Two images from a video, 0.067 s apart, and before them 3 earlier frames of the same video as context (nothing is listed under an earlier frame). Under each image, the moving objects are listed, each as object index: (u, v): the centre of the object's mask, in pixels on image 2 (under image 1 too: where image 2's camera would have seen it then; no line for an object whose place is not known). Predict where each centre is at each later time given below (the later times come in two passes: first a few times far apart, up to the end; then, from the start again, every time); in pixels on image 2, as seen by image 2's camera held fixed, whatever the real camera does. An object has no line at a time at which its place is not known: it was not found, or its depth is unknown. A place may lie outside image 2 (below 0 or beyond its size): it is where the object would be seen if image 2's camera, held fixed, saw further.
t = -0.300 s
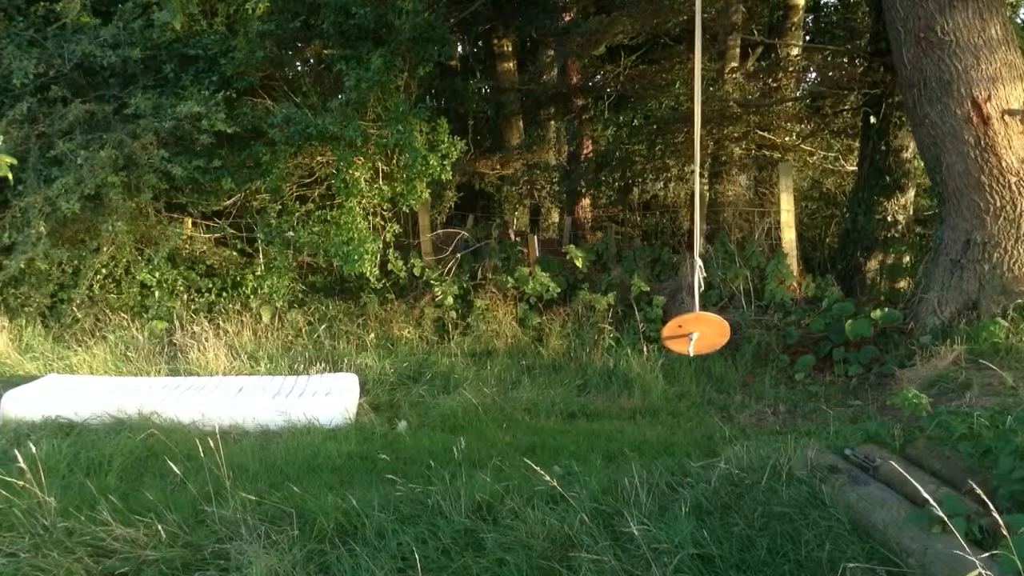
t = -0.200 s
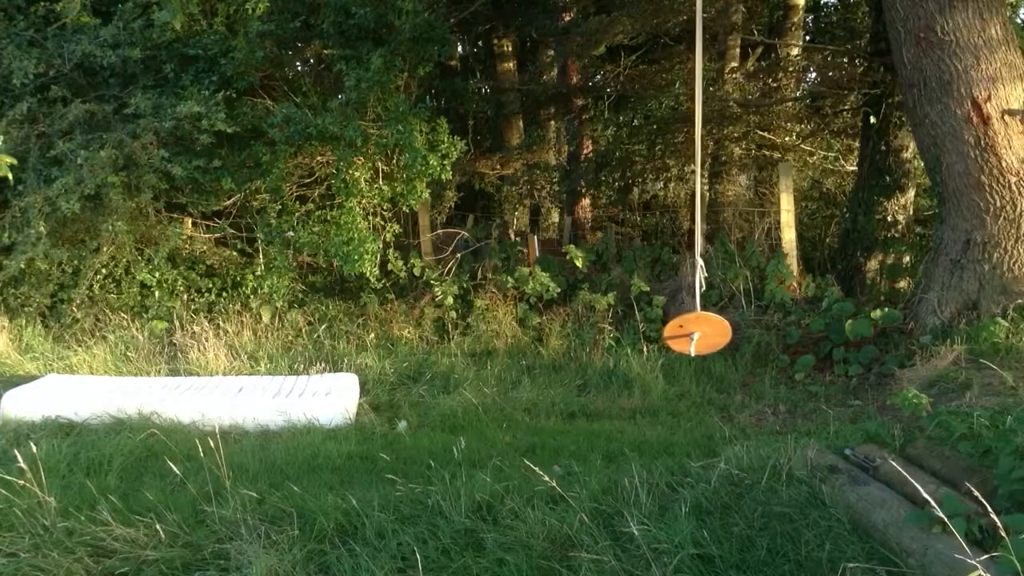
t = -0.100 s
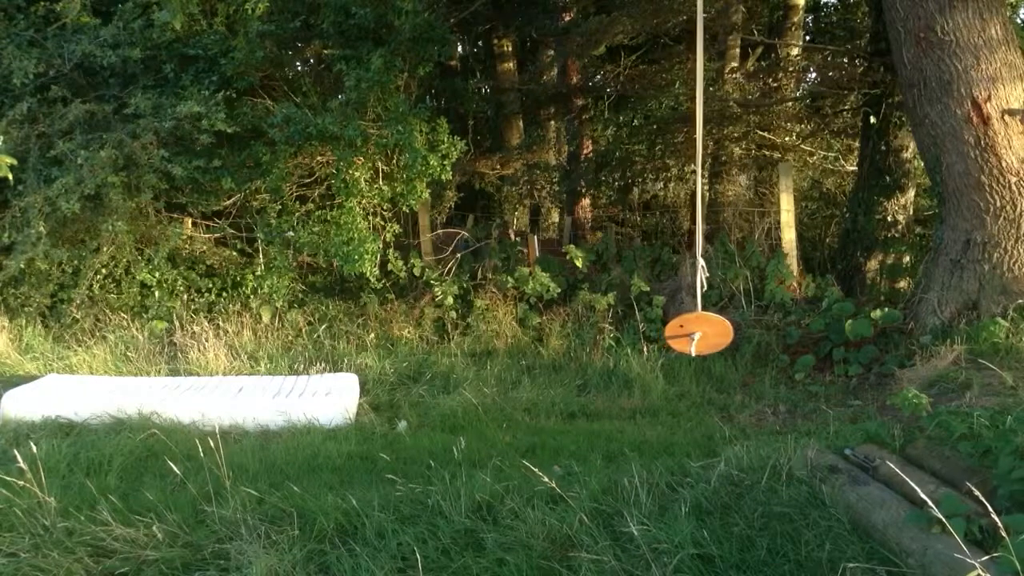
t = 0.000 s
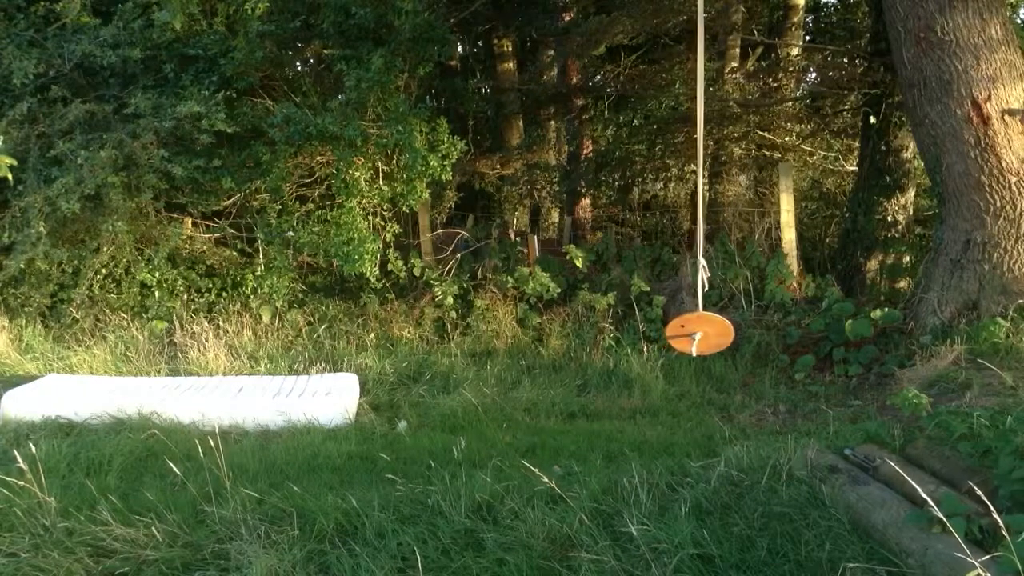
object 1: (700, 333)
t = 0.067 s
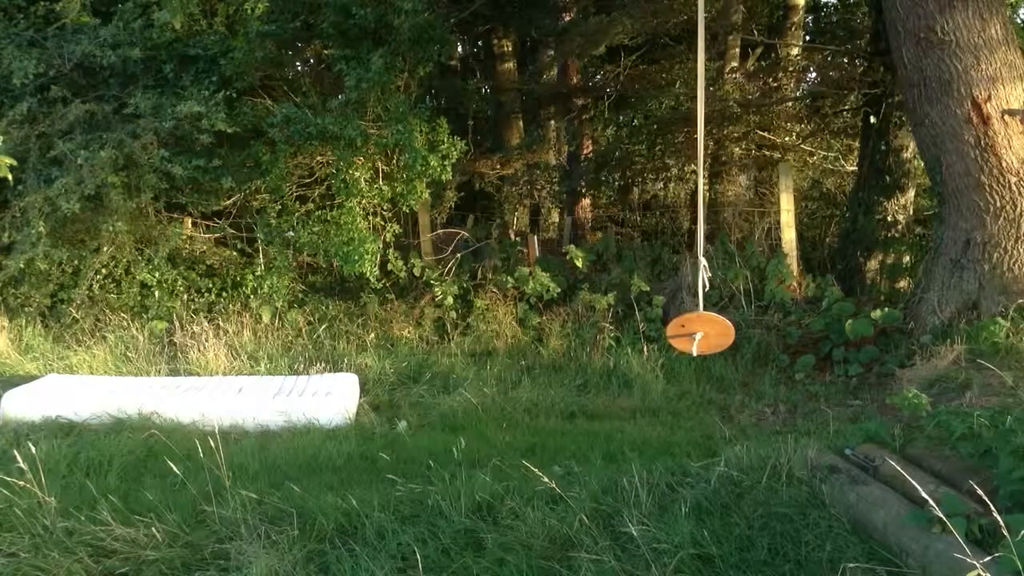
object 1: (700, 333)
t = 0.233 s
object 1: (701, 333)
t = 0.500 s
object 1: (702, 333)
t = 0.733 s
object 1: (702, 333)
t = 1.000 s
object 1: (700, 333)
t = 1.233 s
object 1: (697, 333)
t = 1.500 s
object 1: (693, 333)
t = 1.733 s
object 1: (690, 333)
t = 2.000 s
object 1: (686, 333)
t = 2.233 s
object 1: (684, 333)
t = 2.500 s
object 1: (683, 333)
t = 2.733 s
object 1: (686, 333)
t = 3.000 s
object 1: (686, 333)
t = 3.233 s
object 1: (691, 333)
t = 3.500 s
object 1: (694, 333)
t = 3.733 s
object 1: (697, 332)
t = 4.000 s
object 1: (700, 332)
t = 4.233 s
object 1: (702, 333)
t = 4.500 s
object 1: (703, 333)
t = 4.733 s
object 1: (702, 333)
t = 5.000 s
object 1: (701, 333)
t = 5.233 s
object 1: (698, 333)
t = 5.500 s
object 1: (694, 333)
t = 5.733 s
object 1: (691, 333)
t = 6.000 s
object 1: (689, 333)
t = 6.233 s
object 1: (687, 333)
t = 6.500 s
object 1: (687, 333)
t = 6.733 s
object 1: (687, 332)
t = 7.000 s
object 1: (690, 332)
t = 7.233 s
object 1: (693, 332)
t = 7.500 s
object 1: (697, 331)
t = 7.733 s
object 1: (697, 331)
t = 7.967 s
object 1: (701, 332)
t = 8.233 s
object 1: (701, 331)
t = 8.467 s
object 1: (701, 331)
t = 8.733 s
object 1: (699, 332)
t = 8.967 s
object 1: (697, 333)
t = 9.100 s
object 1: (696, 332)
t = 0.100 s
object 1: (700, 333)
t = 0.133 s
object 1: (700, 333)
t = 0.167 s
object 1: (701, 333)
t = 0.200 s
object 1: (701, 333)
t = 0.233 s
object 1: (701, 333)
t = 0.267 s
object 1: (702, 333)
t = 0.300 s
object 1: (702, 333)
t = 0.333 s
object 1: (702, 333)
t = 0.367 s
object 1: (702, 333)
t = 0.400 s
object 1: (702, 333)
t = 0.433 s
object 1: (702, 333)
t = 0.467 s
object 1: (702, 333)
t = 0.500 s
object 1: (702, 333)
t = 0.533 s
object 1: (702, 333)
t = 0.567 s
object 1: (702, 333)
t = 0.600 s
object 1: (702, 333)
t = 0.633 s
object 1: (702, 333)
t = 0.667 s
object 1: (702, 333)
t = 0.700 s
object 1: (702, 333)
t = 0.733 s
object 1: (702, 333)
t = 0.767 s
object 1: (701, 333)
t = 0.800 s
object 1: (701, 333)
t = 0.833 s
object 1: (701, 333)
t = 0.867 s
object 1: (701, 333)
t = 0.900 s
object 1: (700, 333)
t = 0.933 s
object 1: (700, 333)
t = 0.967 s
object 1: (700, 333)
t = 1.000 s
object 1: (700, 333)
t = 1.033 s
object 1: (699, 333)
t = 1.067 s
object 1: (699, 333)
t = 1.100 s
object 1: (698, 333)
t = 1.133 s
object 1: (698, 333)
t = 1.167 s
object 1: (698, 333)
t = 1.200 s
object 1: (697, 333)
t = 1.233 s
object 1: (697, 333)
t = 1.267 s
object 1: (696, 333)
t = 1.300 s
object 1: (696, 333)
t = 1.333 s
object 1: (695, 333)
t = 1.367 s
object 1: (695, 333)
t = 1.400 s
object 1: (694, 333)
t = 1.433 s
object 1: (694, 333)
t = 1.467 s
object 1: (693, 333)
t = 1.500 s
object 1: (693, 333)
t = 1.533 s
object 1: (692, 333)
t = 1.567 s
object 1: (692, 333)
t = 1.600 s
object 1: (691, 333)
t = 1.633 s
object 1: (691, 333)
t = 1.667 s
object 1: (690, 333)
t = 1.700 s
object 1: (690, 333)
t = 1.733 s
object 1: (690, 333)
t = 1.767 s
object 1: (689, 333)
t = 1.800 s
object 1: (689, 333)
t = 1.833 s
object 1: (688, 333)
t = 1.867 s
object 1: (688, 333)
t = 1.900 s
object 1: (687, 333)
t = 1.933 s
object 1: (687, 333)
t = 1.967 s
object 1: (686, 333)
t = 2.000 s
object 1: (686, 333)
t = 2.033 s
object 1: (686, 333)
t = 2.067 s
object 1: (685, 333)
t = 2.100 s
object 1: (685, 333)
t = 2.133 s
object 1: (685, 333)
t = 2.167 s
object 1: (685, 333)
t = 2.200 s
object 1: (685, 333)
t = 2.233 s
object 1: (684, 333)
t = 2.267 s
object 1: (684, 333)
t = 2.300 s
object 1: (684, 333)
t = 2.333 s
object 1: (683, 333)
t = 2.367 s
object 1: (683, 333)
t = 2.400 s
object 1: (683, 333)
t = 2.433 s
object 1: (683, 333)
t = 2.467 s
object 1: (683, 333)
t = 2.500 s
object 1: (683, 333)
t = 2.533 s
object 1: (683, 333)
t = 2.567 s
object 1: (683, 333)
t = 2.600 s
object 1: (683, 333)
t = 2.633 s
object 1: (682, 333)
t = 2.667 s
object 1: (684, 332)
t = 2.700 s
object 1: (685, 332)
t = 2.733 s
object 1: (686, 333)
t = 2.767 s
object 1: (686, 333)
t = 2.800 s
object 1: (686, 333)
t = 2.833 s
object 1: (685, 333)
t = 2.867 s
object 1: (685, 332)
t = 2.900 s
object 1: (685, 333)
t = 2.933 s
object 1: (686, 333)
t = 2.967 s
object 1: (686, 333)
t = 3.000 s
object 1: (686, 333)
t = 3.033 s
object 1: (686, 333)
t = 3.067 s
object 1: (686, 332)
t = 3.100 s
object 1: (687, 333)
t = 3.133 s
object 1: (685, 331)
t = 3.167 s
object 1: (685, 331)
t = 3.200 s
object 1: (685, 331)
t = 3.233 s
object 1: (691, 333)
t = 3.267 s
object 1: (691, 332)
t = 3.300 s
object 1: (692, 333)
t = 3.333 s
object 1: (692, 333)
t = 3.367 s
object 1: (693, 333)
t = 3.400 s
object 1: (693, 333)
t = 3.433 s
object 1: (694, 333)
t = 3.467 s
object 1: (694, 332)
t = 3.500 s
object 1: (694, 333)
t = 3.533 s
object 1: (695, 332)
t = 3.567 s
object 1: (695, 332)
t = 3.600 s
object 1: (696, 332)
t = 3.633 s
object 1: (696, 332)
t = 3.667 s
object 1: (697, 332)
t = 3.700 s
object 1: (697, 332)
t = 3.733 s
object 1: (697, 332)
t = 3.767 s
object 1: (698, 332)
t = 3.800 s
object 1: (698, 332)
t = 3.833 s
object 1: (698, 332)
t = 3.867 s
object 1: (698, 332)
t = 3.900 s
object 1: (699, 332)
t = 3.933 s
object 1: (700, 333)
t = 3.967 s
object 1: (700, 333)
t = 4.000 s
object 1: (700, 332)
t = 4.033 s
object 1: (701, 333)
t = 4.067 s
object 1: (701, 333)
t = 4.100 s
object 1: (701, 333)
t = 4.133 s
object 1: (702, 333)
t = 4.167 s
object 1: (702, 333)
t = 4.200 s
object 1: (702, 333)
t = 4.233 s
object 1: (702, 333)
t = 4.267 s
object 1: (703, 333)
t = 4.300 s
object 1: (703, 333)
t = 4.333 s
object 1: (703, 333)
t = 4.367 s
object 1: (703, 333)
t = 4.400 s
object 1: (703, 333)
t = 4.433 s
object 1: (703, 333)
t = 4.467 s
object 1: (703, 333)
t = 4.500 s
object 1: (703, 333)
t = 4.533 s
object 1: (703, 333)
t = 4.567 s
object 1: (703, 333)
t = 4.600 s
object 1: (703, 333)
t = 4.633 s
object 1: (703, 333)
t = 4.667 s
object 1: (703, 333)
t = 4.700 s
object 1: (703, 333)
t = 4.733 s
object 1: (702, 333)
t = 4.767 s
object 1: (702, 333)
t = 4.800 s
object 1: (702, 333)
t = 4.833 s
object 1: (702, 333)
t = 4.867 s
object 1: (702, 333)
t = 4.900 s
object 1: (701, 333)
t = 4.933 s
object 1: (701, 333)
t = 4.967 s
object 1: (701, 333)
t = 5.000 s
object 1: (701, 333)
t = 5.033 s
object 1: (700, 333)
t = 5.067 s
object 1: (700, 333)
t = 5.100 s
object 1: (700, 333)
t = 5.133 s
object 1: (699, 333)
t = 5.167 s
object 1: (699, 333)
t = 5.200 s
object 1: (698, 333)
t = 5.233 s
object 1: (698, 333)
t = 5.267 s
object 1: (697, 333)
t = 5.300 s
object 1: (697, 333)
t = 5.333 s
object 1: (697, 333)
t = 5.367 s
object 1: (696, 333)
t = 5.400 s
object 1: (696, 333)
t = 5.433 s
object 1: (695, 333)
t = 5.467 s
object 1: (695, 333)
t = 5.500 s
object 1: (694, 333)
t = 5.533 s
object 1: (694, 333)
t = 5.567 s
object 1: (693, 333)
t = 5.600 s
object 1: (693, 333)
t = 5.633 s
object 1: (692, 333)
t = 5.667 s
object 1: (692, 333)
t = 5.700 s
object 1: (691, 333)
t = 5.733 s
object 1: (691, 333)
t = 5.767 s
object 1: (691, 333)
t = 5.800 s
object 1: (690, 333)
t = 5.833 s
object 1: (690, 333)
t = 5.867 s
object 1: (690, 333)
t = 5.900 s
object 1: (689, 333)
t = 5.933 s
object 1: (689, 333)
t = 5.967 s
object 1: (689, 333)
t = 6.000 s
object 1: (689, 333)
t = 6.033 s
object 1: (688, 333)
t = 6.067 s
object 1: (688, 333)
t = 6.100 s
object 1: (688, 333)
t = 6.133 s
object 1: (687, 333)
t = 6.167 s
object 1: (687, 333)
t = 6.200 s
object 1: (687, 333)
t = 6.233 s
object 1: (687, 333)
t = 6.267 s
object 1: (687, 333)
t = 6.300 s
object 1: (687, 333)
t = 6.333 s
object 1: (687, 333)
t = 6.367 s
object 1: (687, 333)
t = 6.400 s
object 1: (687, 333)
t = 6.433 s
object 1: (686, 333)
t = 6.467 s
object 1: (686, 332)
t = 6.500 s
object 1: (687, 333)
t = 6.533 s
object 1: (687, 332)
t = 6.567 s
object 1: (687, 332)
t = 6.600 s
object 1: (687, 332)
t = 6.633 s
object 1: (687, 332)
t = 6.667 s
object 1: (687, 332)
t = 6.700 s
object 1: (687, 332)
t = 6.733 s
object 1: (687, 332)
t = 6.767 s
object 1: (688, 332)
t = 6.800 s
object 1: (687, 332)
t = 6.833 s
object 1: (688, 332)
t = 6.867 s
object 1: (688, 332)
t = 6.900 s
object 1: (689, 332)
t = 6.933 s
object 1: (689, 332)
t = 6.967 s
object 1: (690, 332)
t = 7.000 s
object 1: (690, 332)
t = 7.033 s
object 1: (690, 332)
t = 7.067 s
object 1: (690, 332)
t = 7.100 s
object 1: (691, 332)
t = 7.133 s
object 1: (691, 332)
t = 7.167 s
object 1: (692, 332)
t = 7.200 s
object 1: (693, 333)
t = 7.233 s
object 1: (693, 332)
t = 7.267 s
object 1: (693, 332)
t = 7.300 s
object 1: (694, 333)
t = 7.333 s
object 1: (694, 332)
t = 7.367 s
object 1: (695, 332)
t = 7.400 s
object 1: (696, 332)
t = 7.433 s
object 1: (695, 331)
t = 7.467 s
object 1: (696, 331)
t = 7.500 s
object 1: (697, 331)
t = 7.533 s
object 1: (696, 330)
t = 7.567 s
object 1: (697, 330)
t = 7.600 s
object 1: (697, 330)
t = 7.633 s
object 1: (700, 331)
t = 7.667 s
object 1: (694, 327)
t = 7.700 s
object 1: (694, 327)
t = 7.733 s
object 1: (697, 331)
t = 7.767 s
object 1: (697, 331)
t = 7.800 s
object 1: (698, 332)
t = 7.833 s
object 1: (698, 331)
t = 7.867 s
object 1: (698, 331)
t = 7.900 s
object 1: (700, 332)
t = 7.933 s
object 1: (701, 332)
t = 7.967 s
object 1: (701, 332)
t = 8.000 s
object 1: (701, 332)
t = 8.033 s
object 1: (701, 332)
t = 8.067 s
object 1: (701, 332)
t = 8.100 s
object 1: (701, 332)
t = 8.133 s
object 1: (701, 331)
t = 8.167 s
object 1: (701, 331)
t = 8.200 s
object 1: (701, 331)
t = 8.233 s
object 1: (701, 331)
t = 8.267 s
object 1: (700, 331)
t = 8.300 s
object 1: (701, 332)
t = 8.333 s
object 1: (701, 332)
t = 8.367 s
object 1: (701, 332)
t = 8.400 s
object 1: (701, 331)
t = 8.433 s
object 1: (701, 331)
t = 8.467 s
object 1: (701, 331)
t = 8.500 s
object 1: (701, 331)
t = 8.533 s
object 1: (701, 331)
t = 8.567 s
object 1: (700, 332)
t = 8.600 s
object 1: (700, 332)
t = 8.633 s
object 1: (700, 332)
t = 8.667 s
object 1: (700, 332)
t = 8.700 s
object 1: (700, 332)
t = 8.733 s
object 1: (699, 332)
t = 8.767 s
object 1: (699, 332)
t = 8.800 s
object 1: (698, 332)
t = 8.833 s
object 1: (699, 332)
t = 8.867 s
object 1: (698, 332)
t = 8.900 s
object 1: (698, 332)
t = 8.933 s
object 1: (698, 333)
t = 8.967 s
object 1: (697, 333)
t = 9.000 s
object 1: (697, 333)
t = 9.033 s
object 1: (697, 332)
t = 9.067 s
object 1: (696, 332)
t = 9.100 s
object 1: (696, 332)
